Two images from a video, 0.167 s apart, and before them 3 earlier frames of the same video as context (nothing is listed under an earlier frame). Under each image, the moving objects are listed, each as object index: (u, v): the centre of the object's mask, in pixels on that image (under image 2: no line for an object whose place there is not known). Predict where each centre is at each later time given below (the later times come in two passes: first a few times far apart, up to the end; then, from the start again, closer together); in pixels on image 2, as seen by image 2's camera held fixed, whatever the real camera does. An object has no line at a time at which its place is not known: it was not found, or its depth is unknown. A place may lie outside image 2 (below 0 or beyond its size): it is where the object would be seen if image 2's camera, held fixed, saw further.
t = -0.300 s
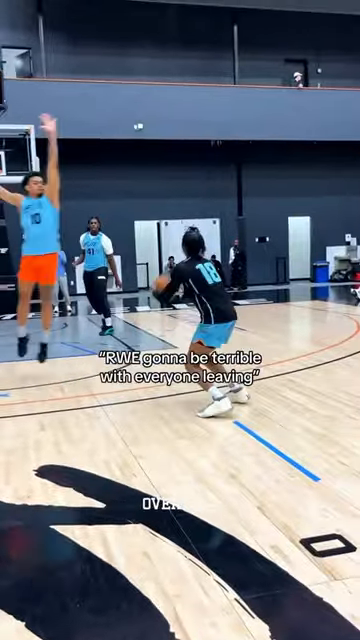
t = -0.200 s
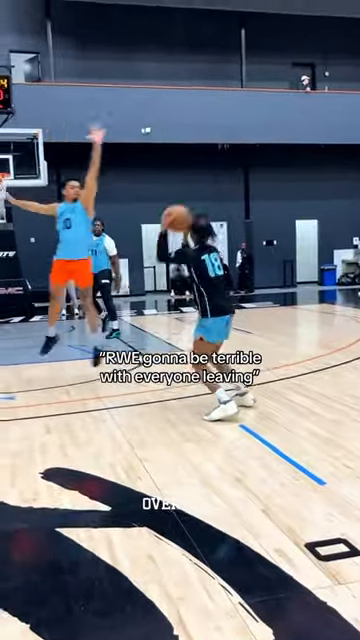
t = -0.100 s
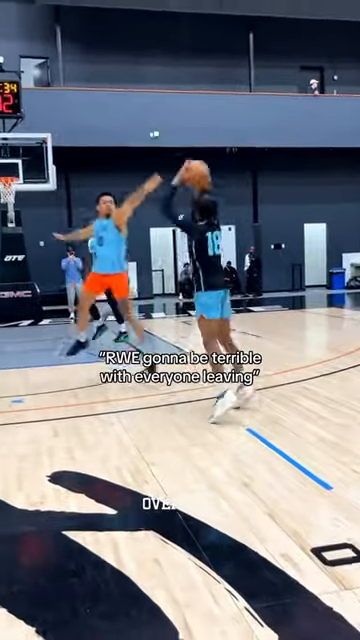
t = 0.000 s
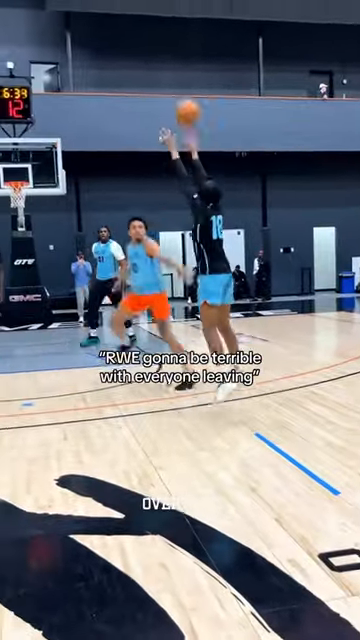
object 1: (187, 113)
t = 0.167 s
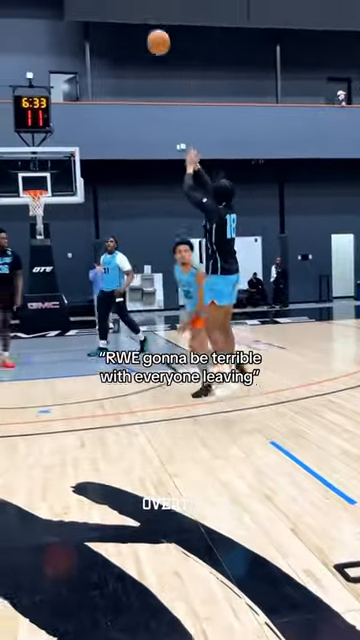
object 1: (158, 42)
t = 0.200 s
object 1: (150, 32)
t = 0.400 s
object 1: (113, -3)
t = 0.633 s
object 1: (82, 1)
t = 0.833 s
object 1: (62, 34)
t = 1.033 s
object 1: (49, 84)
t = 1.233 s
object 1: (39, 145)
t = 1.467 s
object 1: (32, 217)
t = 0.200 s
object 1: (150, 32)
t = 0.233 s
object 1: (143, 22)
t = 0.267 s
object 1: (136, 15)
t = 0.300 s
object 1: (130, 9)
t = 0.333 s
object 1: (124, 3)
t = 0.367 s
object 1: (118, 0)
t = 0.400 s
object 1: (113, -3)
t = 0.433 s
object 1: (108, -5)
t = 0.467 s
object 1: (103, -6)
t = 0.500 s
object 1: (98, -7)
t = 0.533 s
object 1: (94, -6)
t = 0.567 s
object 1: (90, -4)
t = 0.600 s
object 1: (86, -2)
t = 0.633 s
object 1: (82, 1)
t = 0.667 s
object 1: (78, 4)
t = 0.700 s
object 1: (75, 9)
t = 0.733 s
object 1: (72, 14)
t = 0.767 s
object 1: (68, 22)
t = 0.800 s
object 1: (65, 28)
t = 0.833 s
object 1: (62, 34)
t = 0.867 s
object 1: (60, 43)
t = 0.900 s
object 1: (57, 49)
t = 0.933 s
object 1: (54, 57)
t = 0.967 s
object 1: (52, 65)
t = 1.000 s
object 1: (51, 74)
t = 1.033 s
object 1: (49, 84)
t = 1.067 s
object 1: (48, 93)
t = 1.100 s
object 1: (46, 104)
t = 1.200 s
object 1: (41, 134)
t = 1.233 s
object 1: (39, 145)
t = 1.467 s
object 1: (32, 217)
